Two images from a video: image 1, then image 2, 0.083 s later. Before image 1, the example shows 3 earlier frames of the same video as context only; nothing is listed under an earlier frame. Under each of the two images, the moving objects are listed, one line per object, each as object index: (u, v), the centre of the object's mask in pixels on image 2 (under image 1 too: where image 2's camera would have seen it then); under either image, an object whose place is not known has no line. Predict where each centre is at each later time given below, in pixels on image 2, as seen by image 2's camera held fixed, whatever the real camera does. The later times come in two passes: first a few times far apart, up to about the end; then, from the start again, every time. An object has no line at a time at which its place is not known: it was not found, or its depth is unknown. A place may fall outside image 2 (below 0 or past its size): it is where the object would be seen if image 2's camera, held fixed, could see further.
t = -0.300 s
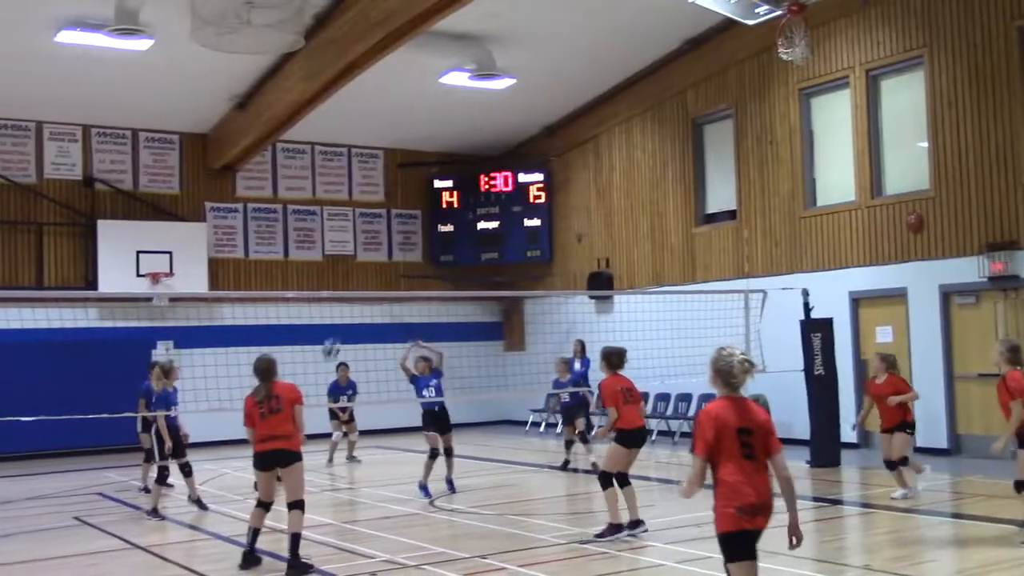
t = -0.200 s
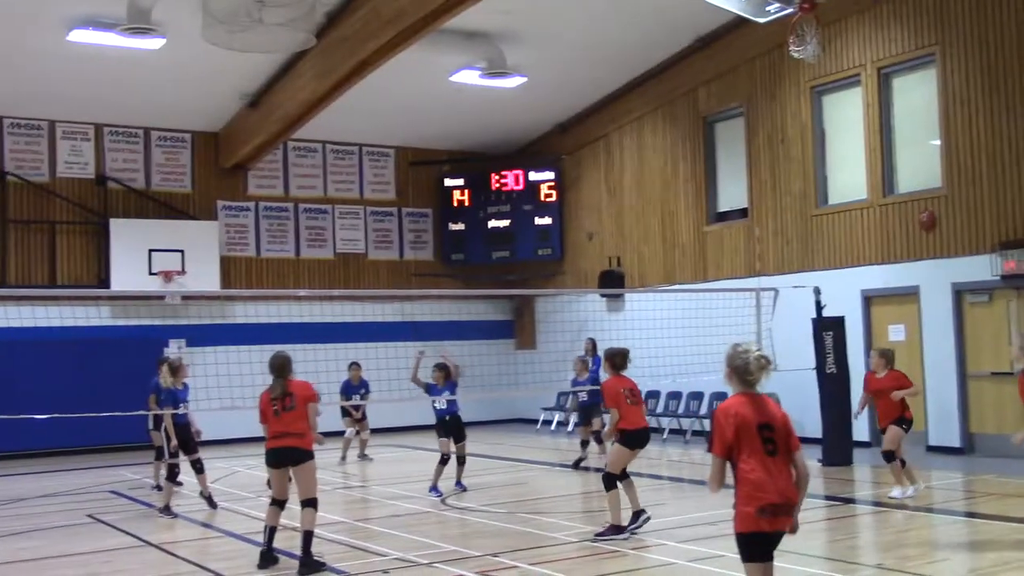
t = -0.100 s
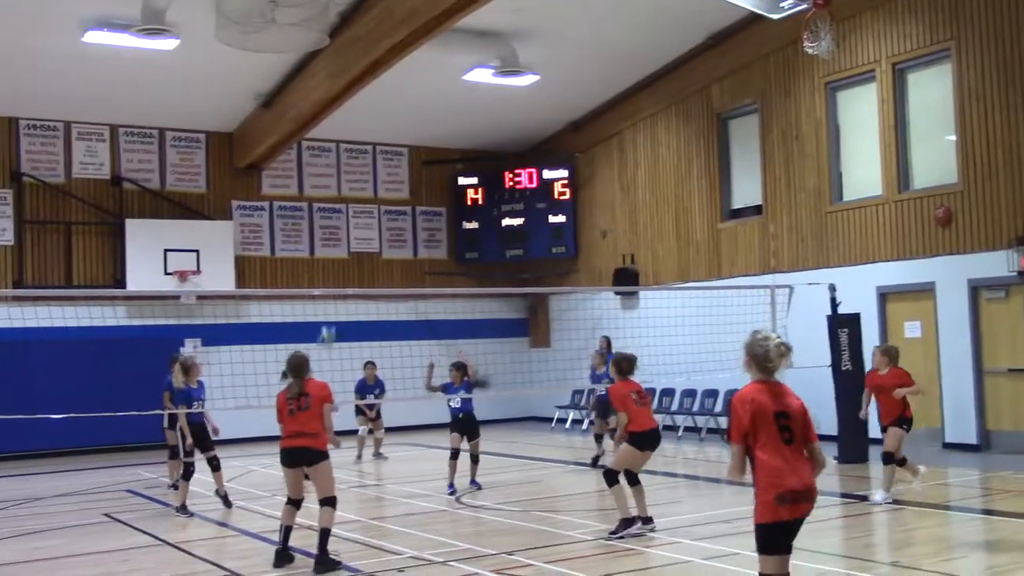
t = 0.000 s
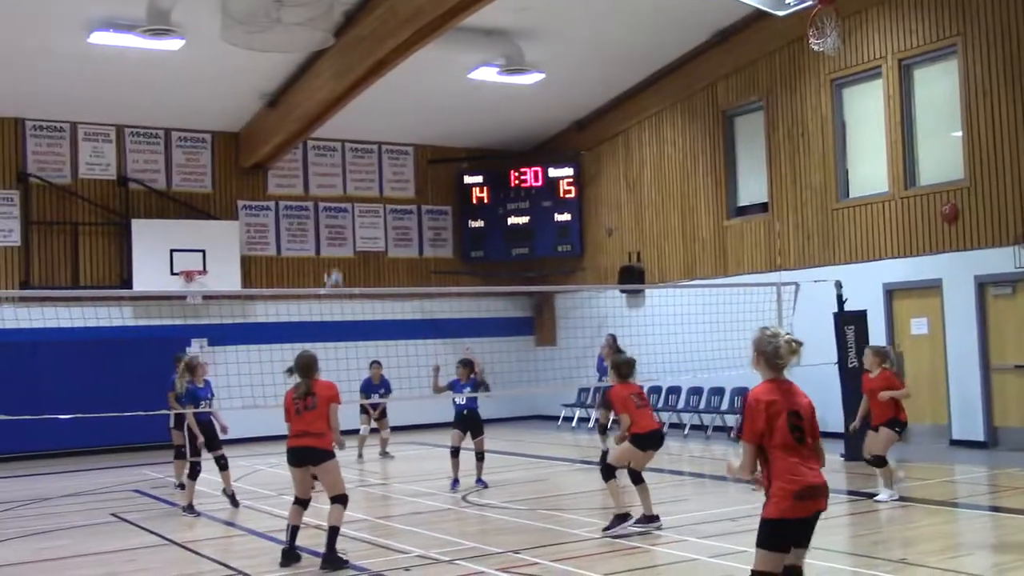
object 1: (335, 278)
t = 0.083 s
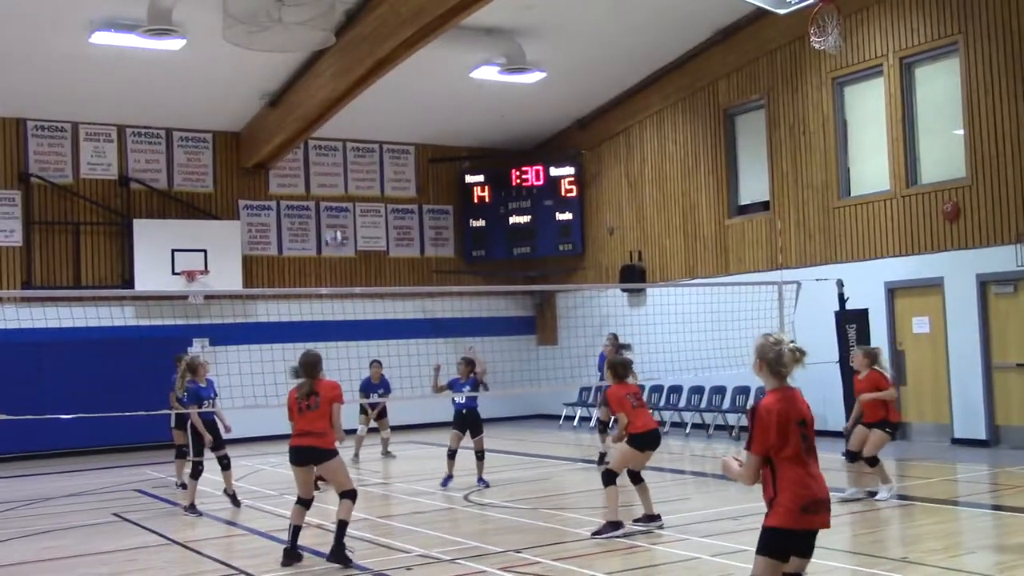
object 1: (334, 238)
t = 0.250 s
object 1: (333, 176)
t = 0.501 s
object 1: (335, 121)
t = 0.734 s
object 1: (338, 122)
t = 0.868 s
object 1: (341, 147)
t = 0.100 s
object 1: (332, 230)
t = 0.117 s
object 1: (331, 221)
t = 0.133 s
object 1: (330, 214)
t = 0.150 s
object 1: (333, 211)
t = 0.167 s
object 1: (333, 204)
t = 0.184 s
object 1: (333, 198)
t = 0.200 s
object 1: (333, 192)
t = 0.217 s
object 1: (335, 186)
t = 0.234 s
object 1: (334, 180)
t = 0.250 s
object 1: (333, 176)
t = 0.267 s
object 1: (334, 170)
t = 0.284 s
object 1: (334, 164)
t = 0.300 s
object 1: (334, 159)
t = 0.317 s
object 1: (333, 155)
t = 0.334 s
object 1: (334, 151)
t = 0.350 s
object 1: (336, 148)
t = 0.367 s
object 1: (335, 143)
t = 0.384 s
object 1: (335, 139)
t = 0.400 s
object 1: (334, 135)
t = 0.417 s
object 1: (335, 133)
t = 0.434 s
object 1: (335, 130)
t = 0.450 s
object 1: (334, 128)
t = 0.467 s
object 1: (335, 125)
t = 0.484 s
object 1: (335, 123)
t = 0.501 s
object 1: (335, 121)
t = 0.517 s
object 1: (335, 119)
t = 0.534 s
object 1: (335, 118)
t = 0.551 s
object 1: (336, 117)
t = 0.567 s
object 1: (336, 116)
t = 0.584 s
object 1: (336, 115)
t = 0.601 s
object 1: (336, 115)
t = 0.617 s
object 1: (337, 115)
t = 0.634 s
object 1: (337, 115)
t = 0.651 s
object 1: (337, 115)
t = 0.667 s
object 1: (337, 116)
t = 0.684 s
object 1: (338, 117)
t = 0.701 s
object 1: (338, 118)
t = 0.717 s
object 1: (338, 120)
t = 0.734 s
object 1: (338, 122)
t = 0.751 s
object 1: (339, 123)
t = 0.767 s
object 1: (339, 126)
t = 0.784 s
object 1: (339, 128)
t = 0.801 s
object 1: (339, 131)
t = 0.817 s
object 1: (339, 134)
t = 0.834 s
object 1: (340, 138)
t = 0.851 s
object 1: (342, 142)
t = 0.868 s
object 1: (341, 147)
